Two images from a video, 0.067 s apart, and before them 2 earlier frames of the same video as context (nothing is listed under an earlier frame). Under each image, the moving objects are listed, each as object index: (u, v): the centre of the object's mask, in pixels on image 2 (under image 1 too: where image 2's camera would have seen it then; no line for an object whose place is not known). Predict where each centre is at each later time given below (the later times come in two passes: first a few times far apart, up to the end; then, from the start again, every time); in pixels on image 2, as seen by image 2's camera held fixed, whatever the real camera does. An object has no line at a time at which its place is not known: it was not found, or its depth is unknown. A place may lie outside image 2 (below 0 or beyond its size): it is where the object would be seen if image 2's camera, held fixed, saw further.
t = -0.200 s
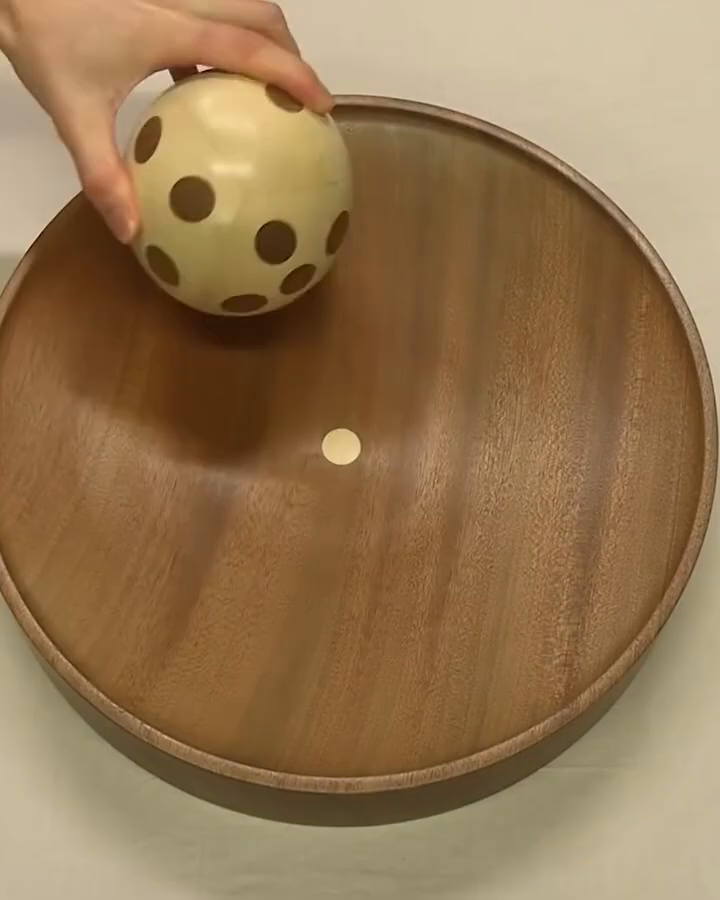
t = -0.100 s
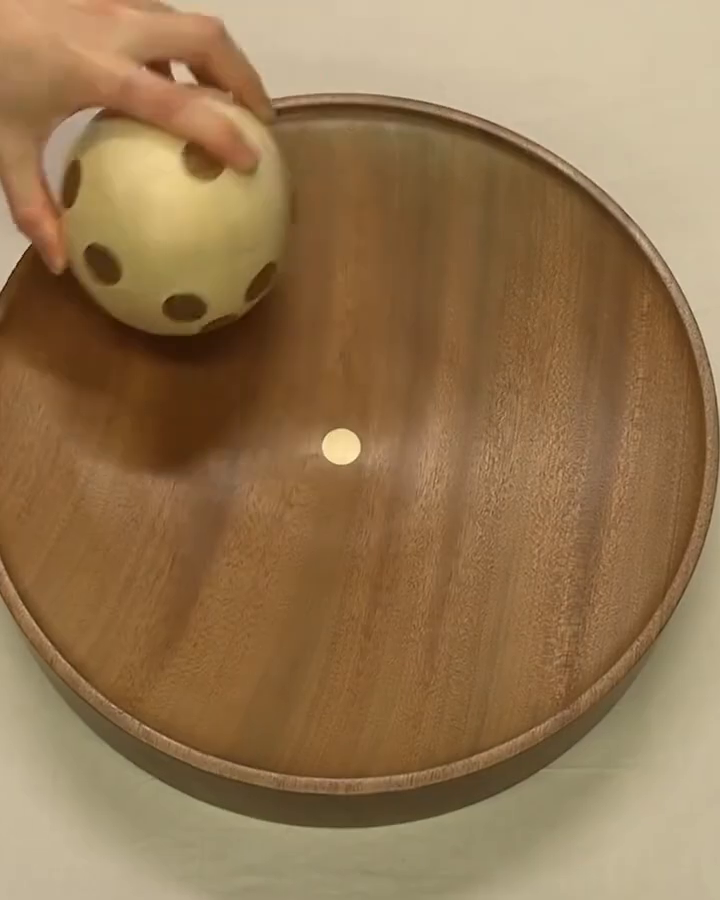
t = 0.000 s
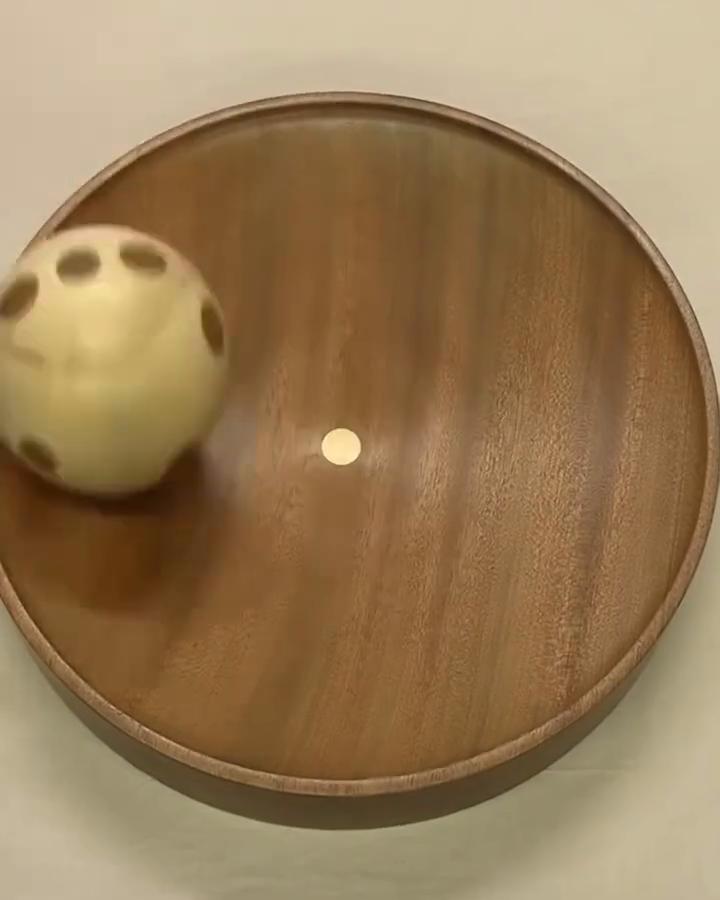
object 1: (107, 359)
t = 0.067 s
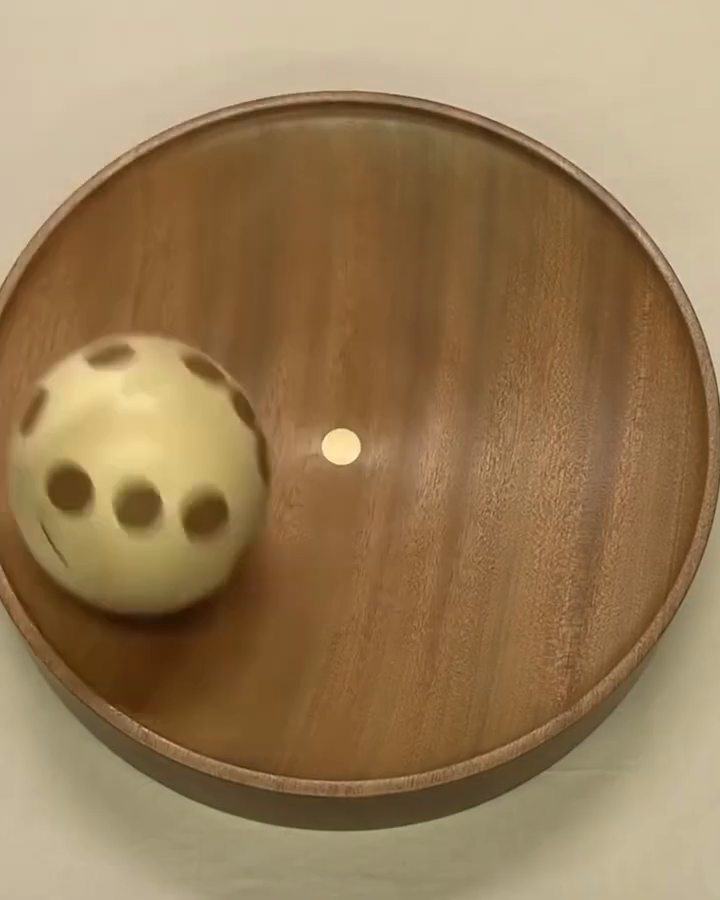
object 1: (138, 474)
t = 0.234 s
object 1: (413, 593)
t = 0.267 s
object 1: (491, 563)
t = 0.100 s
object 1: (165, 510)
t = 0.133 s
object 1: (235, 565)
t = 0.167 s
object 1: (277, 583)
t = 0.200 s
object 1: (366, 597)
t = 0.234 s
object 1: (413, 593)
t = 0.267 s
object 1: (491, 563)
